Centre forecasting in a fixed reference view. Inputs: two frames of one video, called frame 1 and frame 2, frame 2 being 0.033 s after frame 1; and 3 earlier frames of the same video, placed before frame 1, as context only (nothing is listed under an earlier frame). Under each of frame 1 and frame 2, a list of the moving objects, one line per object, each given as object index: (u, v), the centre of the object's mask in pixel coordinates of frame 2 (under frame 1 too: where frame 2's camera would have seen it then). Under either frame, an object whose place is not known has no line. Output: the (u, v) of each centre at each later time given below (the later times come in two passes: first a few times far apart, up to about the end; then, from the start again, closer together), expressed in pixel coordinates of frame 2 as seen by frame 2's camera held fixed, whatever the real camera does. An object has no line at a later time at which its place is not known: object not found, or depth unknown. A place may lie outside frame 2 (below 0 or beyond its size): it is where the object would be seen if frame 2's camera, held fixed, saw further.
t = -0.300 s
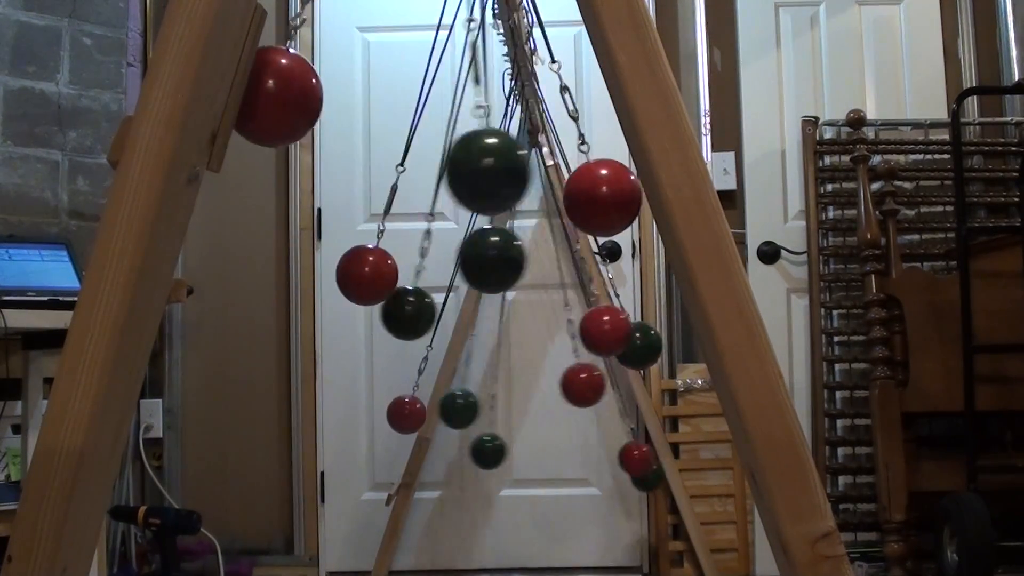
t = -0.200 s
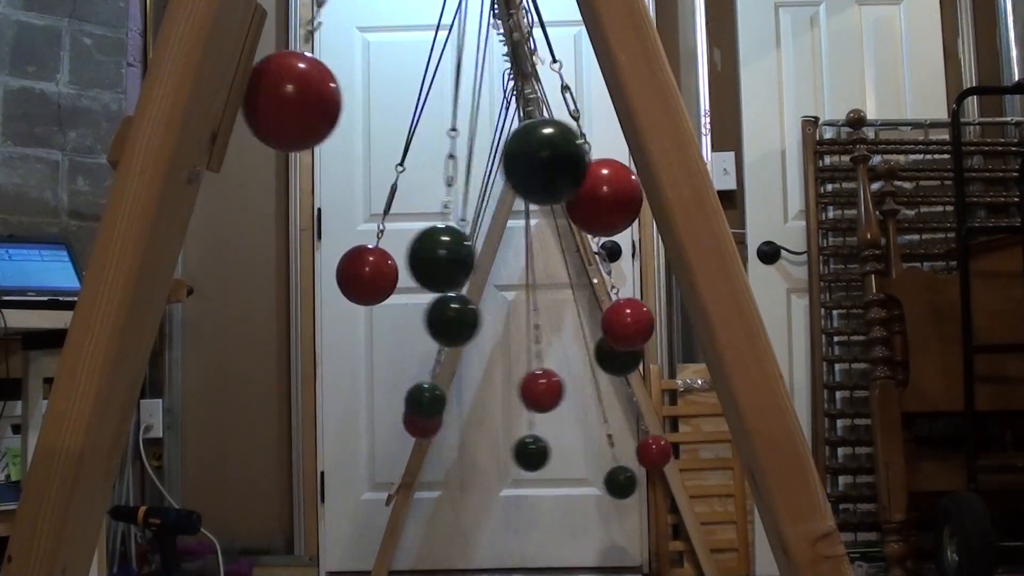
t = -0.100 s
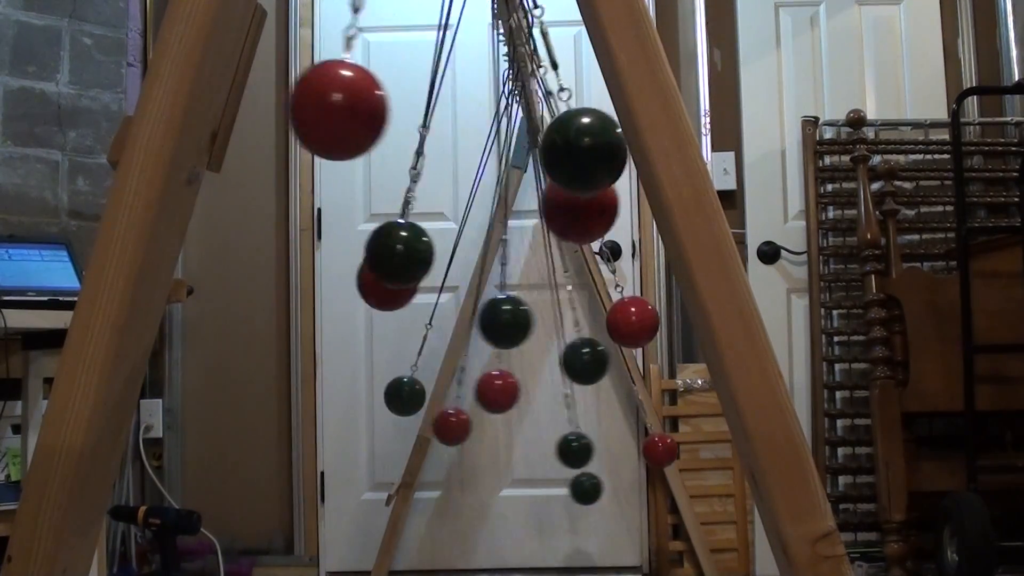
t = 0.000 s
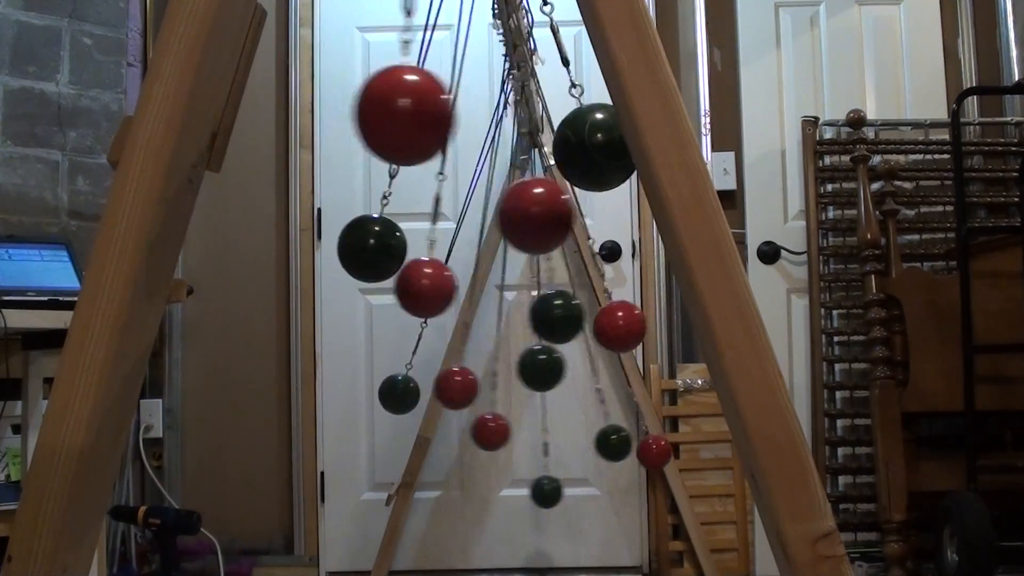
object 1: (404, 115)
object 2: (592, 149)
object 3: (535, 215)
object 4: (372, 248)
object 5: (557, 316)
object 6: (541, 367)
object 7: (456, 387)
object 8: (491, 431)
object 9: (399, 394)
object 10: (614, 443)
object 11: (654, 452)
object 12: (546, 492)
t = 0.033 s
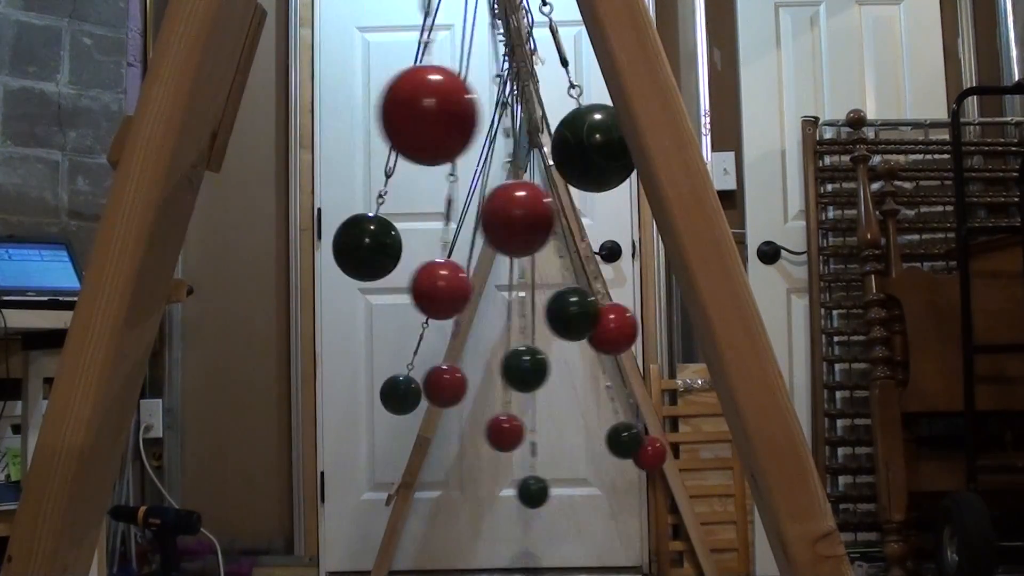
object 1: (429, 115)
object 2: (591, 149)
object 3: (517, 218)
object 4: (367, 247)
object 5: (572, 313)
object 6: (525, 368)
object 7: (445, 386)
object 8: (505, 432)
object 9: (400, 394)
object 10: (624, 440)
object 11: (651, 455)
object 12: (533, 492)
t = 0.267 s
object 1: (565, 94)
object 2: (507, 169)
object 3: (385, 218)
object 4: (399, 266)
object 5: (634, 296)
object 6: (424, 359)
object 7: (397, 379)
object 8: (603, 423)
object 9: (457, 409)
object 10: (664, 428)
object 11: (583, 469)
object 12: (450, 483)
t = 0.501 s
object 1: (564, 94)
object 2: (363, 167)
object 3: (326, 214)
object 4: (502, 259)
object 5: (589, 311)
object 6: (386, 355)
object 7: (439, 385)
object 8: (654, 408)
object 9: (559, 411)
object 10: (630, 439)
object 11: (492, 471)
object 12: (416, 474)
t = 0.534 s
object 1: (554, 96)
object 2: (347, 164)
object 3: (331, 219)
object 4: (518, 257)
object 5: (576, 313)
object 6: (389, 360)
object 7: (451, 387)
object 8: (655, 408)
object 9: (574, 409)
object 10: (619, 441)
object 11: (480, 469)
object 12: (416, 474)
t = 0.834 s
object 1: (358, 112)
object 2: (322, 172)
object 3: (461, 222)
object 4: (600, 240)
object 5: (426, 315)
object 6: (493, 369)
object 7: (577, 385)
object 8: (597, 425)
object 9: (651, 388)
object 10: (495, 451)
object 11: (418, 455)
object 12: (472, 487)
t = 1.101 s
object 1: (281, 99)
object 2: (475, 172)
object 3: (589, 201)
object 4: (534, 255)
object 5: (365, 309)
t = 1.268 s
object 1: (328, 108)
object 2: (564, 156)
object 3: (605, 205)
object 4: (452, 259)
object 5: (409, 313)
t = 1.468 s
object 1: (461, 113)
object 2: (589, 150)
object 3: (528, 217)
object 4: (378, 249)
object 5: (505, 322)
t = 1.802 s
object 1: (574, 91)
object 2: (434, 173)
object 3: (355, 212)
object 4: (413, 256)
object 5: (630, 297)
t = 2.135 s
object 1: (419, 115)
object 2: (310, 157)
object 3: (379, 217)
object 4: (564, 249)
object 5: (561, 316)
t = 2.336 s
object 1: (302, 103)
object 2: (365, 169)
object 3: (488, 221)
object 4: (598, 240)
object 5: (458, 320)
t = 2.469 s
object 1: (282, 99)
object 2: (441, 174)
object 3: (558, 210)
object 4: (581, 256)
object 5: (401, 311)
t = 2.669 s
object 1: (336, 109)
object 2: (555, 159)
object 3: (606, 202)
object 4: (495, 259)
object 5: (368, 313)
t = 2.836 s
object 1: (446, 114)
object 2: (590, 149)
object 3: (565, 213)
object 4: (418, 255)
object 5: (410, 315)
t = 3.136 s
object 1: (573, 91)
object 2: (487, 171)
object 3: (408, 220)
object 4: (366, 254)
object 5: (555, 317)
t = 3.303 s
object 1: (554, 97)
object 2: (385, 170)
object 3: (340, 215)
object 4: (420, 257)
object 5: (617, 301)
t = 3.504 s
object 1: (434, 115)
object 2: (314, 158)
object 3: (353, 215)
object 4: (514, 258)
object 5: (630, 306)
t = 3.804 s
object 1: (286, 100)
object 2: (391, 171)
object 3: (495, 221)
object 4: (596, 241)
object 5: (510, 321)
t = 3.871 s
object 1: (284, 100)
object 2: (430, 174)
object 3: (531, 216)
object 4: (594, 243)
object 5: (475, 321)
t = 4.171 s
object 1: (408, 115)
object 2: (580, 152)
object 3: (600, 210)
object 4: (487, 259)
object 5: (368, 312)
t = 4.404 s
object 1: (550, 97)
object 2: (564, 168)
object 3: (512, 219)
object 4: (392, 252)
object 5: (411, 315)
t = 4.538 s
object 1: (572, 92)
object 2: (498, 170)
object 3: (437, 222)
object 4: (370, 248)
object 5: (469, 321)
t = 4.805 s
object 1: (493, 110)
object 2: (347, 164)
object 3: (339, 221)
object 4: (428, 257)
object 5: (595, 307)
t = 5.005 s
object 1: (359, 112)
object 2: (309, 165)
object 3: (368, 215)
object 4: (520, 257)
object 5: (636, 302)
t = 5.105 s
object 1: (309, 105)
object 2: (343, 172)
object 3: (410, 221)
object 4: (559, 250)
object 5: (621, 310)
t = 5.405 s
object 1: (320, 107)
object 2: (502, 170)
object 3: (566, 210)
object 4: (589, 255)
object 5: (491, 324)
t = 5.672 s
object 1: (485, 111)
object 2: (586, 150)
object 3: (586, 212)
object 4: (481, 259)
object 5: (379, 316)
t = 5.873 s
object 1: (567, 93)
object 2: (538, 166)
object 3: (502, 223)
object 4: (399, 253)
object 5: (386, 315)
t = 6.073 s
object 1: (551, 97)
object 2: (426, 172)
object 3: (392, 226)
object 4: (365, 258)
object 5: (453, 321)
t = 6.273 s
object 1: (438, 115)
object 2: (332, 162)
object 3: (344, 219)
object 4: (421, 257)
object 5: (554, 318)
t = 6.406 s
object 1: (354, 111)
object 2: (310, 167)
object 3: (356, 216)
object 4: (480, 259)
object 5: (609, 307)
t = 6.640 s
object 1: (288, 100)
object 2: (393, 172)
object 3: (454, 223)
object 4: (572, 247)
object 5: (629, 307)
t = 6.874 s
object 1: (363, 113)
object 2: (527, 165)
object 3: (572, 213)
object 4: (590, 255)
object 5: (544, 326)
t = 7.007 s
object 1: (449, 114)
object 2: (575, 153)
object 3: (598, 210)
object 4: (547, 253)
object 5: (474, 330)
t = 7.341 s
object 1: (568, 93)
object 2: (514, 167)
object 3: (493, 228)
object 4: (406, 254)
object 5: (376, 315)
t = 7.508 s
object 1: (529, 103)
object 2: (417, 172)
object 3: (404, 230)
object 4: (366, 254)
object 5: (401, 319)
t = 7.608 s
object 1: (472, 112)
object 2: (364, 167)
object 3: (366, 226)
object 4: (384, 261)
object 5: (439, 325)
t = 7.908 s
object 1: (305, 104)
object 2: (337, 170)
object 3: (371, 219)
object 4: (486, 259)
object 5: (586, 318)
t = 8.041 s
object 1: (290, 101)
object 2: (386, 171)
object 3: (429, 225)
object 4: (545, 253)
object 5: (627, 306)
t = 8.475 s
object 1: (499, 108)
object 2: (581, 152)
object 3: (596, 211)
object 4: (553, 253)
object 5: (534, 327)
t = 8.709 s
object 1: (567, 93)
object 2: (535, 166)
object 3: (539, 224)
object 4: (453, 259)
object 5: (421, 323)
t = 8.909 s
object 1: (520, 104)
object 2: (425, 172)
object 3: (434, 232)
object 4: (381, 253)
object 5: (377, 315)
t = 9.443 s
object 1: (293, 101)
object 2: (378, 170)
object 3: (404, 227)
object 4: (507, 258)
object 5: (567, 323)
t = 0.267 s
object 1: (565, 94)
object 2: (507, 169)
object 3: (385, 218)
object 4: (399, 266)
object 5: (634, 296)
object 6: (424, 359)
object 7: (397, 379)
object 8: (603, 423)
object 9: (457, 409)
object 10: (664, 428)
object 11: (583, 469)
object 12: (450, 483)
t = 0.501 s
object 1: (564, 94)
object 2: (363, 167)
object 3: (326, 214)
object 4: (502, 259)
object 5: (589, 311)
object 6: (386, 355)
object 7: (439, 385)
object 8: (654, 408)
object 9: (559, 411)
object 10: (630, 439)
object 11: (492, 471)
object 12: (416, 474)
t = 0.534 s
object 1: (554, 96)
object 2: (347, 164)
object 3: (331, 219)
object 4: (518, 257)
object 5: (576, 313)
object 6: (389, 360)
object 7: (451, 387)
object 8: (655, 408)
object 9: (574, 409)
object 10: (619, 441)
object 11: (480, 469)
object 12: (416, 474)
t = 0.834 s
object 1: (358, 112)
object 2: (322, 172)
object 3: (461, 222)
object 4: (600, 240)
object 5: (426, 315)
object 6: (493, 369)
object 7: (577, 385)
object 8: (597, 425)
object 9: (651, 388)
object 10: (495, 451)
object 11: (418, 455)
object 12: (472, 487)
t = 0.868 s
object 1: (338, 109)
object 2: (342, 178)
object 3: (481, 222)
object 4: (599, 240)
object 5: (412, 313)
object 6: (509, 369)
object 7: (589, 383)
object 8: (584, 427)
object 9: (652, 388)
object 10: (481, 450)
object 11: (418, 454)
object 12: (484, 488)
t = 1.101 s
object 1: (281, 99)
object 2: (475, 172)
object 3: (589, 201)
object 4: (534, 255)
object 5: (365, 309)
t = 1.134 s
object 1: (284, 100)
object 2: (495, 170)
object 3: (597, 199)
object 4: (519, 257)
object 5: (370, 314)
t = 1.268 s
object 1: (328, 108)
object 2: (564, 156)
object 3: (605, 205)
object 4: (452, 259)
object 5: (409, 313)
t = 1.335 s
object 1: (367, 113)
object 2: (585, 151)
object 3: (585, 213)
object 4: (422, 256)
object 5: (436, 318)
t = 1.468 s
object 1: (461, 113)
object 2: (589, 150)
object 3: (528, 217)
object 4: (378, 249)
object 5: (505, 322)
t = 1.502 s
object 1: (486, 110)
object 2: (585, 151)
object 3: (510, 219)
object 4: (372, 248)
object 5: (522, 320)
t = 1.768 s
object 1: (575, 91)
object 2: (454, 173)
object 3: (367, 214)
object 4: (405, 259)
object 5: (625, 299)
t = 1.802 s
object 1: (574, 91)
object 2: (434, 173)
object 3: (355, 212)
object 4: (413, 256)
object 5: (630, 297)
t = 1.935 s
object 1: (546, 99)
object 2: (358, 166)
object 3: (328, 216)
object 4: (475, 260)
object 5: (632, 305)
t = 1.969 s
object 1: (529, 102)
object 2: (343, 163)
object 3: (333, 219)
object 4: (491, 259)
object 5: (624, 309)
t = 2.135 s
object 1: (419, 115)
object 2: (310, 157)
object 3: (379, 217)
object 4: (564, 249)
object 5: (561, 316)
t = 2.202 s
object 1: (374, 113)
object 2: (312, 162)
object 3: (411, 221)
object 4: (584, 244)
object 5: (527, 320)
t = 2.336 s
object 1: (302, 103)
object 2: (365, 169)
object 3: (488, 221)
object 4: (598, 240)
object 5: (458, 320)
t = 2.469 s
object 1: (282, 99)
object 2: (441, 174)
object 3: (558, 210)
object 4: (581, 256)
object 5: (401, 311)
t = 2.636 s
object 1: (319, 106)
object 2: (539, 163)
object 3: (603, 200)
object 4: (511, 258)
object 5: (365, 309)
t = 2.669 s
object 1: (336, 109)
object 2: (555, 159)
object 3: (606, 202)
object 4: (495, 259)
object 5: (368, 313)
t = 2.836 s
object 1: (446, 114)
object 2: (590, 149)
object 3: (565, 213)
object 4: (418, 255)
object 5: (410, 315)
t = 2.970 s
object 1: (531, 102)
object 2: (575, 162)
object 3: (502, 220)
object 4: (377, 249)
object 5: (468, 321)
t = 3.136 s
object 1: (573, 91)
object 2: (487, 171)
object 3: (408, 220)
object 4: (366, 254)
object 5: (555, 317)
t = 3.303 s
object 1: (554, 97)
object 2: (385, 170)
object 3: (340, 215)
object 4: (420, 257)
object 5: (617, 301)
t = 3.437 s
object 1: (480, 111)
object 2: (328, 160)
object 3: (341, 218)
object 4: (482, 259)
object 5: (636, 299)
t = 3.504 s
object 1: (434, 115)
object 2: (314, 158)
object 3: (353, 215)
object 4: (514, 258)
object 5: (630, 306)
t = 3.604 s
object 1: (367, 111)
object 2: (311, 163)
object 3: (386, 218)
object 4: (556, 251)
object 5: (600, 312)
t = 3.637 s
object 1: (347, 110)
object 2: (317, 171)
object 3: (402, 220)
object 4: (567, 248)
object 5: (588, 313)
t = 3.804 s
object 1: (286, 100)
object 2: (391, 171)
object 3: (495, 221)
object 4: (596, 241)
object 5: (510, 321)
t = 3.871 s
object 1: (284, 100)
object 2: (430, 174)
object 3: (531, 216)
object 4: (594, 243)
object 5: (475, 321)
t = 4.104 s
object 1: (365, 113)
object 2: (559, 158)
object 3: (604, 204)
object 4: (519, 257)
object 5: (379, 310)
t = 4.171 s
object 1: (408, 115)
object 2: (580, 152)
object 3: (600, 210)
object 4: (487, 259)
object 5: (368, 312)
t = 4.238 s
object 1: (454, 114)
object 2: (588, 149)
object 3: (582, 212)
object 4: (456, 259)
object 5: (373, 315)
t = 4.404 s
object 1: (550, 97)
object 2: (564, 168)
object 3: (512, 219)
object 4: (392, 252)
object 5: (411, 315)
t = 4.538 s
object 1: (572, 92)
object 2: (498, 170)
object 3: (437, 222)
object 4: (370, 248)
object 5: (469, 321)
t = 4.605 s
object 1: (570, 93)
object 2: (457, 173)
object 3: (400, 221)
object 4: (365, 255)
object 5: (503, 322)
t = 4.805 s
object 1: (493, 110)
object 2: (347, 164)
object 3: (339, 221)
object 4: (428, 257)
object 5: (595, 307)
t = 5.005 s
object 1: (359, 112)
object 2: (309, 165)
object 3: (368, 215)
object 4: (520, 257)
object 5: (636, 302)
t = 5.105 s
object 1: (309, 105)
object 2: (343, 172)
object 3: (410, 221)
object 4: (559, 250)
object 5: (621, 310)
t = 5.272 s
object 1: (286, 100)
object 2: (421, 173)
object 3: (502, 220)
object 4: (593, 241)
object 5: (559, 319)
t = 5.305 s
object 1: (289, 101)
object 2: (441, 173)
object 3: (520, 218)
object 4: (594, 241)
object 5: (543, 321)
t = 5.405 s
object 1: (320, 107)
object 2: (502, 170)
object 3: (566, 210)
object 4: (589, 255)
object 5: (491, 324)
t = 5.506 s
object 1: (374, 113)
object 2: (551, 160)
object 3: (596, 206)
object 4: (552, 254)
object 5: (440, 321)
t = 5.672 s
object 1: (485, 111)
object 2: (586, 150)
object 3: (586, 212)
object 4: (481, 259)
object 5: (379, 316)
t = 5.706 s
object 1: (505, 107)
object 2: (586, 150)
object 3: (576, 213)
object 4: (465, 259)
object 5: (375, 316)
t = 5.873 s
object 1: (567, 93)
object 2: (538, 166)
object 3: (502, 223)
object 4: (399, 253)
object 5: (386, 315)
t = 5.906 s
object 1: (570, 92)
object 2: (523, 166)
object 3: (484, 224)
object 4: (390, 251)
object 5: (393, 315)
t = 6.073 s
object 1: (551, 97)
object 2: (426, 172)
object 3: (392, 226)
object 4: (365, 258)
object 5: (453, 321)
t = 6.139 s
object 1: (521, 104)
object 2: (388, 170)
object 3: (365, 225)
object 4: (386, 262)
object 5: (486, 322)
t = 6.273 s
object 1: (438, 115)
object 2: (332, 162)
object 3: (344, 219)
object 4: (421, 257)
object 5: (554, 318)
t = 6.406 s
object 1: (354, 111)
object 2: (310, 167)
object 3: (356, 216)
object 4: (480, 259)
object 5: (609, 307)
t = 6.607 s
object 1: (288, 100)
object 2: (376, 169)
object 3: (436, 222)
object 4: (563, 249)
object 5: (633, 305)
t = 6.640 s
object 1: (288, 100)
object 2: (393, 172)
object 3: (454, 223)
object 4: (572, 247)
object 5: (629, 307)
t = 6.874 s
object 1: (363, 113)
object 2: (527, 165)
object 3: (572, 213)
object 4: (590, 255)
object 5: (544, 326)
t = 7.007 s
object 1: (449, 114)
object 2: (575, 153)
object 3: (598, 210)
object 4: (547, 253)
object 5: (474, 330)
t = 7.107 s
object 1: (511, 106)
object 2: (585, 152)
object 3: (588, 212)
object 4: (505, 258)
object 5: (426, 327)
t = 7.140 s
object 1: (528, 103)
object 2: (587, 155)
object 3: (580, 214)
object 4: (489, 259)
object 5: (414, 324)
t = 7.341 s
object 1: (568, 93)
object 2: (514, 167)
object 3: (493, 228)
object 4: (406, 254)
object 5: (376, 315)
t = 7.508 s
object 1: (529, 103)
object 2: (417, 172)
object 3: (404, 230)
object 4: (366, 254)
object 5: (401, 319)
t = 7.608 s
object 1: (472, 112)
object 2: (364, 167)
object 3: (366, 226)
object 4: (384, 261)
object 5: (439, 325)
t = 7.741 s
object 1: (386, 114)
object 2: (320, 162)
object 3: (346, 217)
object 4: (415, 256)
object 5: (506, 327)
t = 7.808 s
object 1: (347, 111)
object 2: (313, 170)
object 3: (349, 216)
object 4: (441, 258)
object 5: (540, 325)
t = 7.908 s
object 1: (305, 104)
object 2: (337, 170)
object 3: (371, 219)
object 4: (486, 259)
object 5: (586, 318)
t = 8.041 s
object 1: (290, 101)
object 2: (386, 171)
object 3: (429, 225)
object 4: (545, 253)
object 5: (627, 306)
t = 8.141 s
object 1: (309, 105)
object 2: (442, 173)
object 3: (484, 226)
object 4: (575, 247)
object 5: (635, 305)
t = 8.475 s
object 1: (499, 108)
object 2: (581, 152)
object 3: (596, 211)
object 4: (553, 253)
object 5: (534, 327)
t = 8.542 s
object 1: (533, 102)
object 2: (587, 156)
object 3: (591, 212)
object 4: (528, 256)
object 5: (499, 330)
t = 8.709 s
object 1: (567, 93)
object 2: (535, 166)
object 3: (539, 224)
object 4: (453, 259)
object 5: (421, 323)
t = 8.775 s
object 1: (564, 94)
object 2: (504, 168)
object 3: (507, 229)
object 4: (425, 257)
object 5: (399, 318)
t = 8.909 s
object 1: (520, 104)
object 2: (425, 172)
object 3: (434, 232)
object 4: (381, 253)
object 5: (377, 315)
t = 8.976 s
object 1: (484, 111)
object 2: (388, 170)
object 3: (402, 229)
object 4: (368, 257)
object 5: (379, 316)
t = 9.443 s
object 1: (293, 101)
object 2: (378, 170)
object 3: (404, 227)
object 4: (507, 258)
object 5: (567, 323)
